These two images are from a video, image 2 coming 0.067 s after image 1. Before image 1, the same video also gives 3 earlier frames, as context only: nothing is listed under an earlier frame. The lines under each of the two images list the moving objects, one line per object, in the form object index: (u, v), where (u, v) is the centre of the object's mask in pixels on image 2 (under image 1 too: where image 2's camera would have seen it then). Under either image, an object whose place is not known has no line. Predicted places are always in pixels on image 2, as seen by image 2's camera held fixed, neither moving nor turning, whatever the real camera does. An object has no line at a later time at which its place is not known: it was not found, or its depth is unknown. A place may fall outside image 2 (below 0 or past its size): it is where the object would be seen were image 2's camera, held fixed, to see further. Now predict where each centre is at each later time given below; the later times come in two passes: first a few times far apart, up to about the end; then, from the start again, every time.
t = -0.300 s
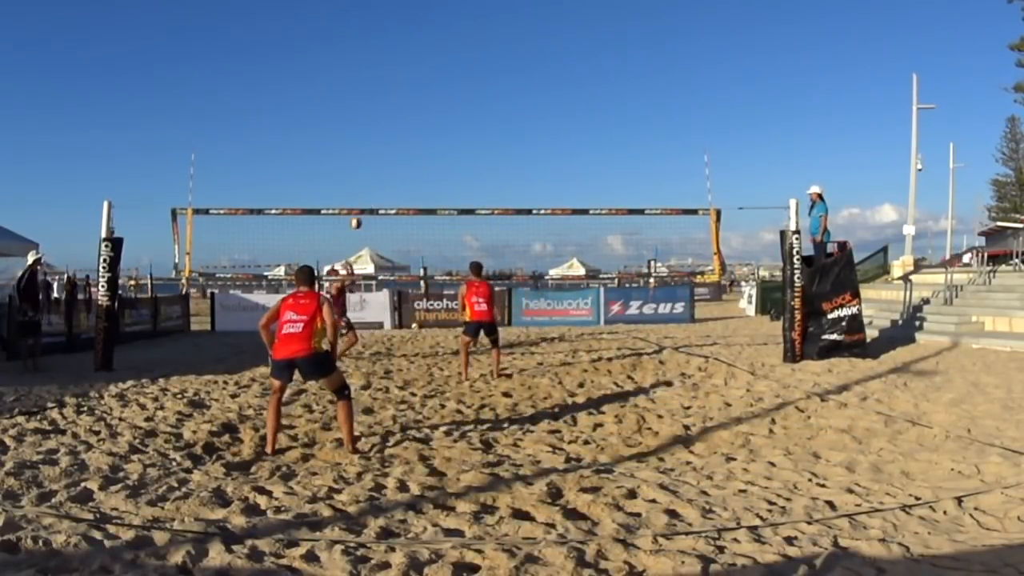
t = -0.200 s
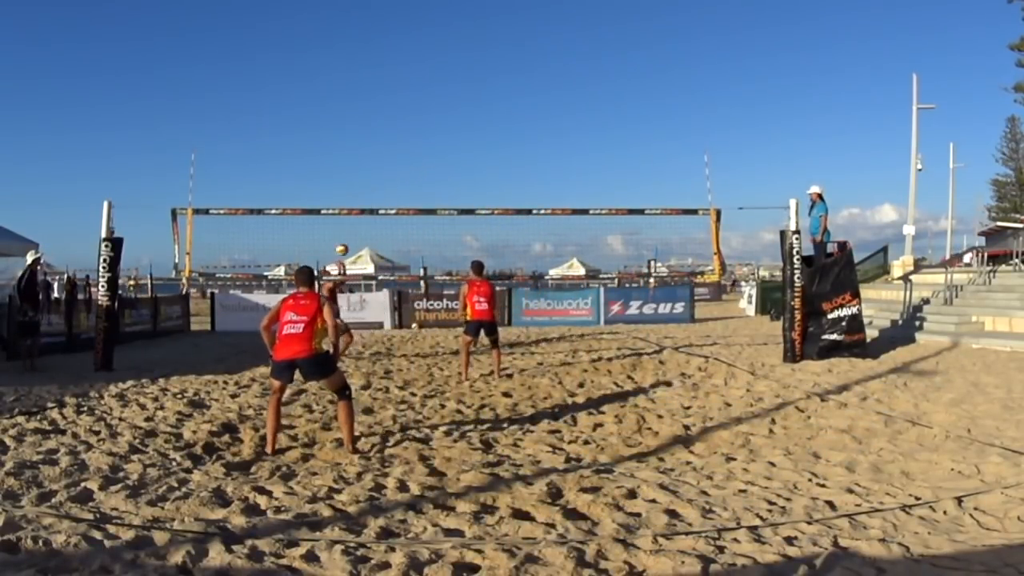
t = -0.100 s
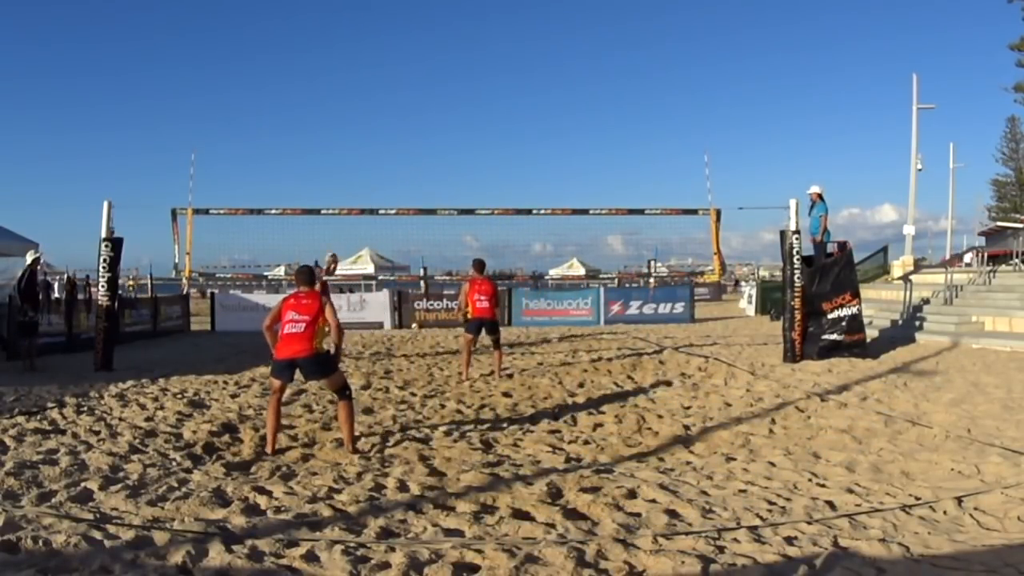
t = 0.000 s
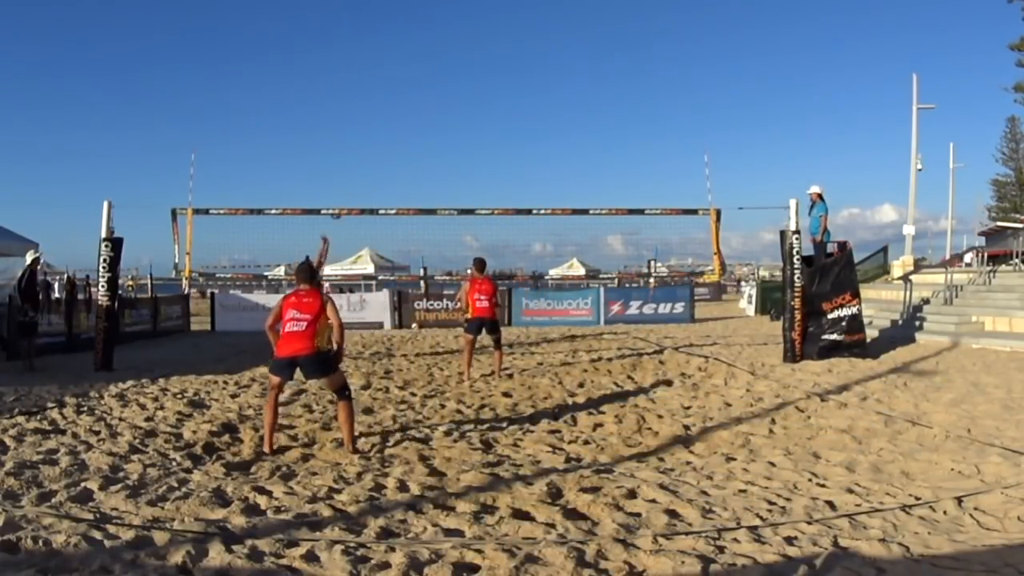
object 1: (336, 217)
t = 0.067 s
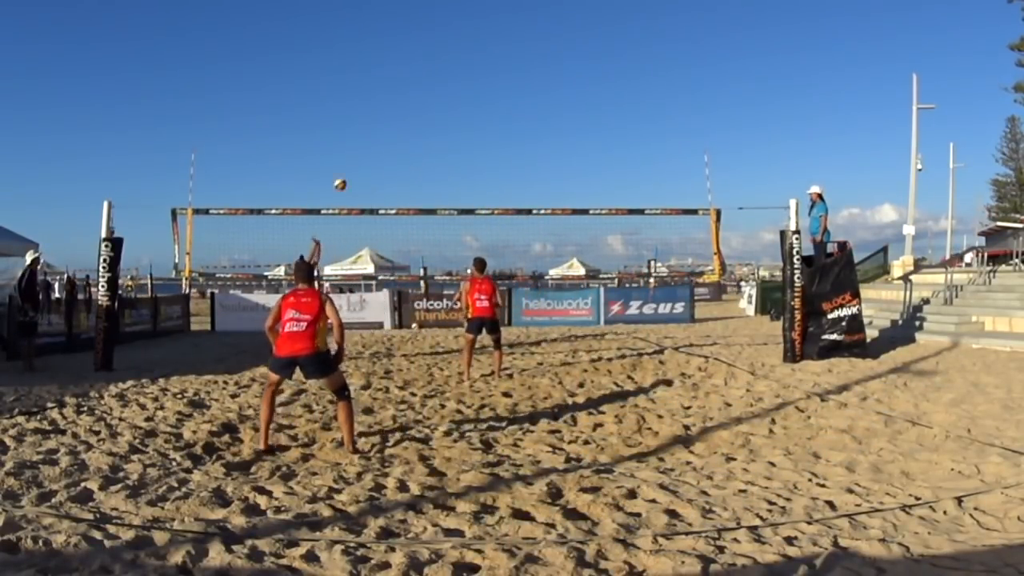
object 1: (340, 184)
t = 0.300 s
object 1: (358, 104)
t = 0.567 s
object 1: (378, 54)
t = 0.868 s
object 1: (399, 45)
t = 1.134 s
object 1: (417, 80)
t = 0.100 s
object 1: (343, 171)
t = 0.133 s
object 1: (345, 158)
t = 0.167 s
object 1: (348, 146)
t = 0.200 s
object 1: (350, 134)
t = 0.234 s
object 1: (353, 124)
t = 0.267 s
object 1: (355, 114)
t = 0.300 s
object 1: (358, 104)
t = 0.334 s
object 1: (361, 96)
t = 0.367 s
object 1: (363, 88)
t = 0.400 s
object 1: (366, 81)
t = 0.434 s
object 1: (368, 74)
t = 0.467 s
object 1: (371, 68)
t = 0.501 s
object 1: (374, 63)
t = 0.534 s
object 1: (376, 58)
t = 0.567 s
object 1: (378, 54)
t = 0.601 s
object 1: (381, 50)
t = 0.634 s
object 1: (383, 47)
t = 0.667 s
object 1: (386, 45)
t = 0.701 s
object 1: (388, 44)
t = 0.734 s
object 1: (390, 43)
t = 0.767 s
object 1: (392, 42)
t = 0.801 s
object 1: (395, 43)
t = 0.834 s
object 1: (397, 43)
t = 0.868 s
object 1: (399, 45)
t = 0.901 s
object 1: (401, 47)
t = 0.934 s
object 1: (404, 50)
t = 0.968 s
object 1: (406, 53)
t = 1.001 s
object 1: (408, 57)
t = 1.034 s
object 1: (410, 62)
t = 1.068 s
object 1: (412, 68)
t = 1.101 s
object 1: (414, 74)
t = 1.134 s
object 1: (417, 80)
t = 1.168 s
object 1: (419, 88)
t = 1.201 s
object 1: (421, 96)
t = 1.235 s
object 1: (423, 105)
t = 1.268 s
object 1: (426, 114)
